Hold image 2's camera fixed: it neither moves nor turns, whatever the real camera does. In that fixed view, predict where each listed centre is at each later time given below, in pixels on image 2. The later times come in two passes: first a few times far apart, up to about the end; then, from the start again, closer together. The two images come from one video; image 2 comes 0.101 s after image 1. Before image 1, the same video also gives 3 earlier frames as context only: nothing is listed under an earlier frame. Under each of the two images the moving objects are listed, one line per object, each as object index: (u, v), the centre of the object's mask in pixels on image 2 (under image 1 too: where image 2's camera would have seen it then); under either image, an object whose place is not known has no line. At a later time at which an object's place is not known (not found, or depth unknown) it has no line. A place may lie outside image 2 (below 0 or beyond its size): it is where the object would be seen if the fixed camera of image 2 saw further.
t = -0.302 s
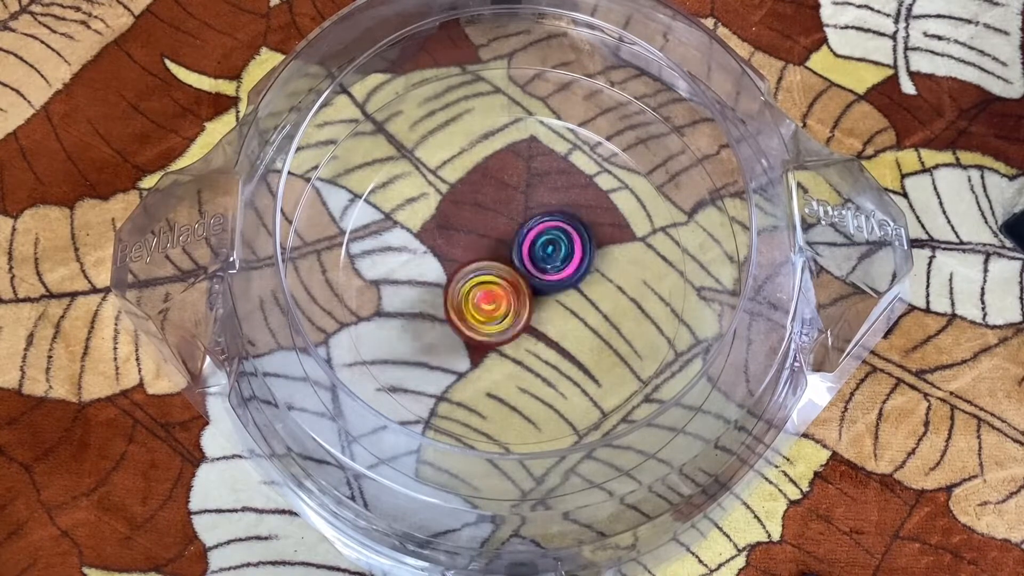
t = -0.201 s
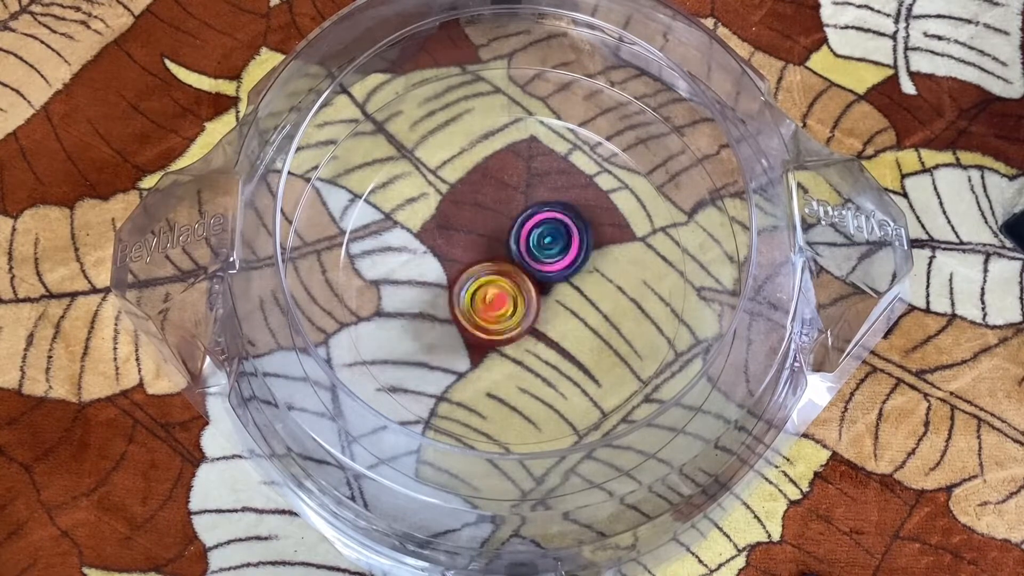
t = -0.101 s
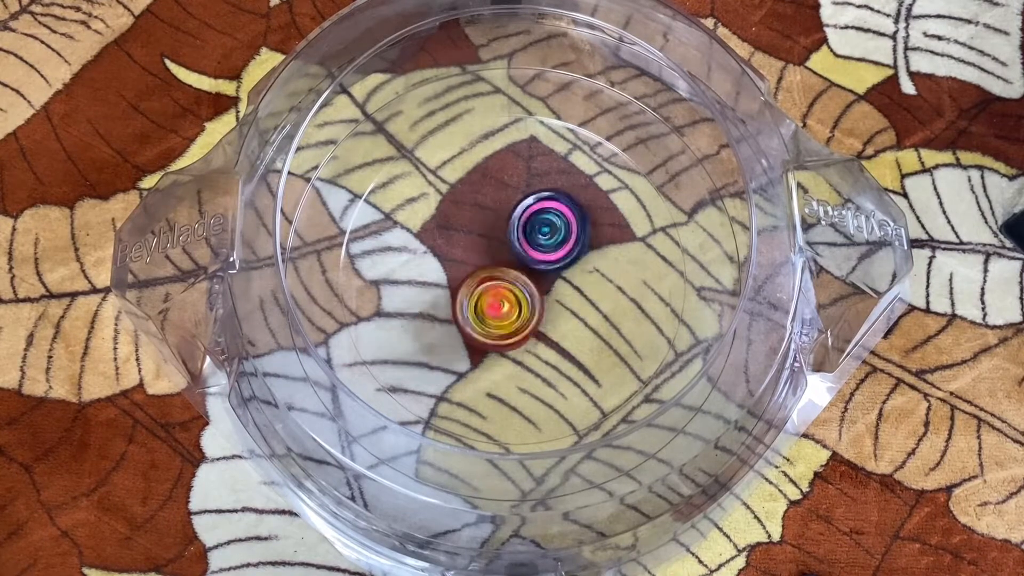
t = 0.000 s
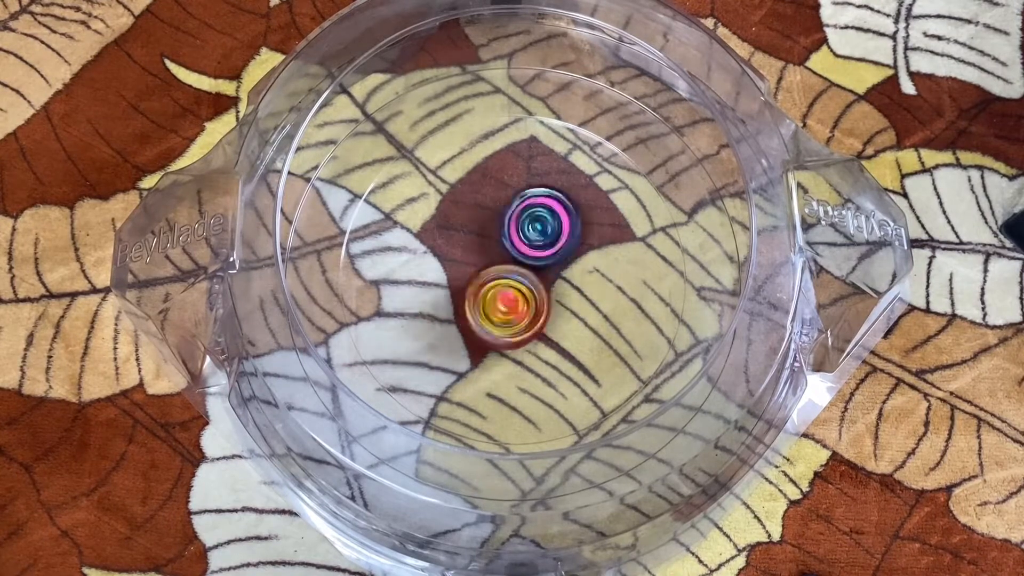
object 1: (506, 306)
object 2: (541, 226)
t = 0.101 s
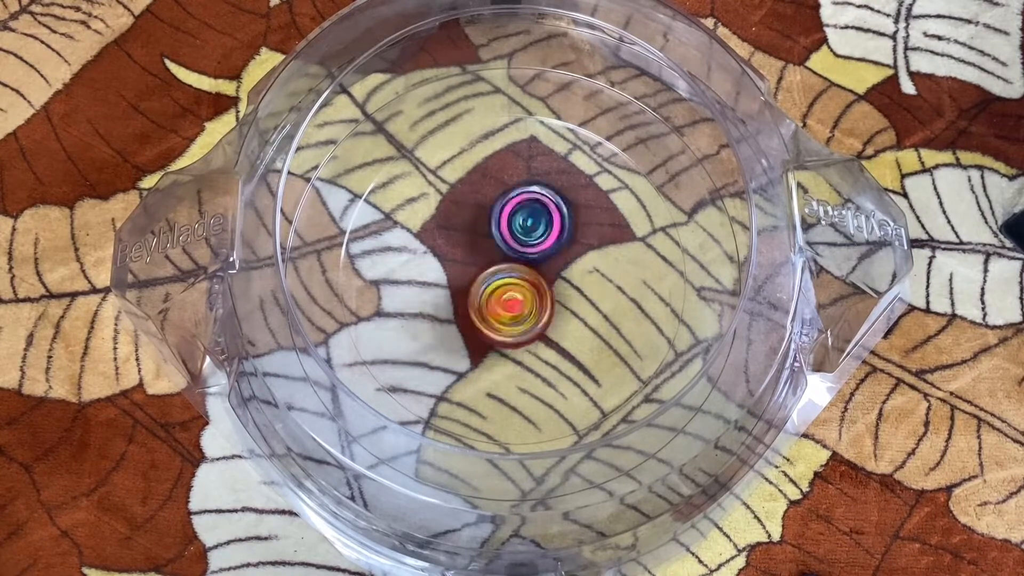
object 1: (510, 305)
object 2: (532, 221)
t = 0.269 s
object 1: (518, 310)
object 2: (513, 225)
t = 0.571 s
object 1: (539, 307)
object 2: (479, 239)
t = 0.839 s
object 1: (574, 289)
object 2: (434, 248)
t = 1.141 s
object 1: (571, 248)
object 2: (436, 268)
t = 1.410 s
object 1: (530, 228)
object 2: (477, 290)
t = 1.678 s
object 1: (511, 197)
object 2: (566, 305)
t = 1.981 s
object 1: (496, 249)
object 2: (600, 285)
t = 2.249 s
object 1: (521, 320)
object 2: (585, 255)
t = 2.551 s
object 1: (546, 338)
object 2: (519, 254)
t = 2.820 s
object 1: (527, 286)
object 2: (457, 257)
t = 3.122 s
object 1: (557, 251)
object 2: (475, 273)
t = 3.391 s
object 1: (555, 225)
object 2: (530, 297)
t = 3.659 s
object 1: (509, 239)
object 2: (554, 303)
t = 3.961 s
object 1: (441, 265)
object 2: (554, 297)
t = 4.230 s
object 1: (426, 276)
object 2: (527, 298)
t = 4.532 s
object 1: (439, 259)
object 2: (530, 300)
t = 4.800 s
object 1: (460, 234)
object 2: (532, 294)
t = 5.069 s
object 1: (470, 213)
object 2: (533, 281)
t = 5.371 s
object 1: (503, 219)
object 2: (529, 303)
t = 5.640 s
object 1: (535, 214)
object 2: (516, 300)
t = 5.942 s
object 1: (555, 255)
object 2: (487, 295)
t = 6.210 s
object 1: (568, 263)
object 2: (485, 284)
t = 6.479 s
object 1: (566, 265)
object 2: (488, 284)
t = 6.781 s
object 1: (565, 261)
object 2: (488, 280)
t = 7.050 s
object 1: (567, 271)
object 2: (488, 278)
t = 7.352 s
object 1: (564, 262)
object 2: (488, 278)
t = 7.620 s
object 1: (564, 267)
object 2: (488, 278)
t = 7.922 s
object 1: (564, 268)
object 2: (488, 278)
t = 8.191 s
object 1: (563, 264)
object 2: (488, 278)
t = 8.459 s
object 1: (564, 267)
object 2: (488, 278)
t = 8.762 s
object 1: (564, 267)
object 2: (488, 278)
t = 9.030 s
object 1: (564, 267)
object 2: (488, 278)
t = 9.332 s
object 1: (564, 267)
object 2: (488, 278)
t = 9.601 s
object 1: (564, 267)
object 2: (488, 278)
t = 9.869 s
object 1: (564, 267)
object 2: (488, 278)
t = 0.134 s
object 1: (513, 305)
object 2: (528, 222)
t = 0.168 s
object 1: (514, 304)
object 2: (524, 223)
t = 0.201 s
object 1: (514, 304)
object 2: (521, 223)
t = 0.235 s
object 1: (515, 307)
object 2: (518, 223)
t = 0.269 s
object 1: (518, 310)
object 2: (513, 225)
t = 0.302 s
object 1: (519, 311)
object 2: (509, 227)
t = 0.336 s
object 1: (522, 312)
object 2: (505, 230)
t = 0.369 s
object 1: (523, 311)
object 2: (501, 232)
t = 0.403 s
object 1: (527, 314)
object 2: (496, 231)
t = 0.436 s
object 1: (530, 317)
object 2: (490, 230)
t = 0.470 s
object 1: (533, 316)
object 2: (488, 232)
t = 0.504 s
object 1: (536, 313)
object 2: (485, 234)
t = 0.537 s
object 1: (538, 310)
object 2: (482, 236)
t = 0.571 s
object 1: (539, 307)
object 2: (479, 239)
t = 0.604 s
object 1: (539, 302)
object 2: (476, 243)
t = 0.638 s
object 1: (539, 299)
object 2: (474, 245)
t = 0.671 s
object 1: (543, 298)
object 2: (468, 244)
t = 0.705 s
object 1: (544, 295)
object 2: (467, 248)
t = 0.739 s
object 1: (545, 290)
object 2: (466, 251)
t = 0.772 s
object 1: (543, 286)
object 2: (465, 254)
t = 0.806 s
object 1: (561, 289)
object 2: (446, 250)
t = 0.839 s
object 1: (574, 289)
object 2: (434, 248)
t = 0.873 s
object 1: (581, 285)
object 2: (428, 247)
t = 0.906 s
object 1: (584, 281)
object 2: (427, 249)
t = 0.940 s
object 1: (587, 276)
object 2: (427, 251)
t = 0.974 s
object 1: (589, 271)
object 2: (426, 254)
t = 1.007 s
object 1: (587, 265)
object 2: (427, 256)
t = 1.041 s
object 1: (586, 261)
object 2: (428, 259)
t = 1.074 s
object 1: (582, 257)
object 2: (430, 263)
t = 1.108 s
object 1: (577, 252)
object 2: (433, 265)
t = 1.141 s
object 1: (571, 248)
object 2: (436, 268)
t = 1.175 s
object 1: (564, 246)
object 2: (440, 273)
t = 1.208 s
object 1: (556, 242)
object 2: (445, 275)
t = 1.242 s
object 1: (546, 242)
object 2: (451, 277)
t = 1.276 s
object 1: (536, 241)
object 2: (457, 280)
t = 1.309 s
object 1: (533, 240)
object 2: (461, 282)
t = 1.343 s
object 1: (535, 235)
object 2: (464, 287)
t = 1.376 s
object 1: (533, 232)
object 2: (469, 290)
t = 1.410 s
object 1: (530, 228)
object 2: (477, 290)
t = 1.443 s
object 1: (528, 225)
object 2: (485, 291)
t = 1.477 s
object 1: (529, 217)
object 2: (494, 296)
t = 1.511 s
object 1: (527, 211)
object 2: (508, 300)
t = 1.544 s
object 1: (523, 205)
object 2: (522, 302)
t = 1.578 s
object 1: (521, 201)
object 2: (536, 303)
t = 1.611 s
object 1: (518, 199)
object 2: (548, 305)
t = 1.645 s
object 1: (513, 197)
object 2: (557, 305)
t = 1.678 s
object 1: (511, 197)
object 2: (566, 305)
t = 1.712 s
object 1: (508, 198)
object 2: (572, 304)
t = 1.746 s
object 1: (504, 201)
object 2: (578, 303)
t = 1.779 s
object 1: (502, 204)
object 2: (583, 302)
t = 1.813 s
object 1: (501, 209)
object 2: (588, 300)
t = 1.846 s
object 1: (497, 216)
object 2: (592, 297)
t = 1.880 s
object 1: (496, 223)
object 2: (594, 295)
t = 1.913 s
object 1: (496, 230)
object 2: (597, 292)
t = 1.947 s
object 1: (495, 240)
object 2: (599, 289)
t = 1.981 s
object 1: (496, 249)
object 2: (600, 285)
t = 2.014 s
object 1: (499, 258)
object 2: (600, 282)
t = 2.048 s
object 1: (501, 268)
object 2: (599, 279)
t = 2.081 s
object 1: (506, 277)
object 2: (597, 276)
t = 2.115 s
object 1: (510, 285)
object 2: (595, 273)
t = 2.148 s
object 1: (515, 294)
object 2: (592, 269)
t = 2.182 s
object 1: (520, 301)
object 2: (589, 266)
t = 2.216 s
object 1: (520, 310)
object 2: (587, 260)
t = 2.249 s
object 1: (521, 320)
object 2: (585, 255)
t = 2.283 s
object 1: (525, 324)
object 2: (579, 253)
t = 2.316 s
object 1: (529, 329)
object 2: (575, 252)
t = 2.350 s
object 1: (534, 334)
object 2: (568, 251)
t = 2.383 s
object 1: (537, 337)
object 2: (561, 250)
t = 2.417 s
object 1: (539, 339)
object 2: (554, 251)
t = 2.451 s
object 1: (541, 340)
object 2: (547, 252)
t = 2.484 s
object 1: (544, 340)
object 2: (538, 253)
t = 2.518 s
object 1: (545, 339)
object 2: (529, 253)
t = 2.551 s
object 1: (546, 338)
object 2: (519, 254)
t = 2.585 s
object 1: (546, 334)
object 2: (508, 253)
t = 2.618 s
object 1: (546, 331)
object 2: (498, 253)
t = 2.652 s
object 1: (545, 327)
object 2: (489, 254)
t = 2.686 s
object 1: (544, 321)
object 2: (481, 255)
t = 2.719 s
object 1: (540, 307)
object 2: (469, 257)
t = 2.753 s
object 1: (537, 299)
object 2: (465, 257)
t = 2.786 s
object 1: (533, 292)
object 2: (460, 258)
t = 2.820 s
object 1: (527, 286)
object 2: (457, 257)
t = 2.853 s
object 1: (534, 283)
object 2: (454, 255)
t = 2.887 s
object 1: (542, 281)
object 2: (451, 254)
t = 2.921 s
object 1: (546, 279)
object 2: (451, 256)
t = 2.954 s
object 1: (550, 272)
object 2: (454, 261)
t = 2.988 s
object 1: (551, 268)
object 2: (457, 262)
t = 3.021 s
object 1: (554, 263)
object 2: (461, 266)
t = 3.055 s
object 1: (553, 259)
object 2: (466, 267)
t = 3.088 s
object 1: (554, 254)
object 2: (470, 269)
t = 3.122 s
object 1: (557, 251)
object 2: (475, 273)
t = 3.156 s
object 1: (562, 246)
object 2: (477, 279)
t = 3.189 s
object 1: (563, 240)
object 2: (484, 284)
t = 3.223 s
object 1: (564, 236)
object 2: (492, 288)
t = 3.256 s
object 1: (563, 232)
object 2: (497, 289)
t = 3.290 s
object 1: (563, 229)
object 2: (506, 291)
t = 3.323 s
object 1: (561, 227)
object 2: (515, 292)
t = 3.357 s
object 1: (559, 225)
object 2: (523, 294)
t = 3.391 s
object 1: (555, 225)
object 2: (530, 297)
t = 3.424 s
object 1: (551, 224)
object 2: (535, 298)
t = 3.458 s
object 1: (546, 223)
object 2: (540, 299)
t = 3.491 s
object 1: (541, 223)
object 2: (544, 301)
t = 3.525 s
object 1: (536, 226)
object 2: (545, 302)
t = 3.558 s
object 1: (530, 227)
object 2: (547, 303)
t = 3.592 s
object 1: (523, 229)
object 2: (549, 304)
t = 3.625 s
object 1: (518, 233)
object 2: (552, 303)
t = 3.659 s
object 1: (509, 239)
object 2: (554, 303)
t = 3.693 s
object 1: (500, 240)
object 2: (555, 305)
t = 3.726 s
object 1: (493, 243)
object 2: (555, 304)
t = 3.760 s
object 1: (488, 248)
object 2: (554, 302)
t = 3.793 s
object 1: (481, 253)
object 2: (552, 302)
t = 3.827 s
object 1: (476, 257)
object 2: (550, 301)
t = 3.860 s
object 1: (471, 262)
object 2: (549, 299)
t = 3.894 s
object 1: (457, 261)
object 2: (555, 301)
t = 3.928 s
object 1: (448, 263)
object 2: (556, 299)
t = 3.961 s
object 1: (441, 265)
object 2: (554, 297)
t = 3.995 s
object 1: (433, 268)
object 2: (548, 297)
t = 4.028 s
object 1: (429, 270)
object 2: (544, 297)
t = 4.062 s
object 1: (425, 272)
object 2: (542, 297)
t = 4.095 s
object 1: (423, 273)
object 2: (539, 297)
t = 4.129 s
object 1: (422, 273)
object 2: (536, 297)
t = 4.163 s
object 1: (422, 274)
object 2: (533, 298)
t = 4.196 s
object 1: (423, 275)
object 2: (530, 299)
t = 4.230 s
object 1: (426, 276)
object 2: (527, 298)
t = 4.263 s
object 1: (430, 278)
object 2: (523, 299)
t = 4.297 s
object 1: (432, 277)
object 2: (521, 301)
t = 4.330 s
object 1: (435, 274)
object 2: (523, 301)
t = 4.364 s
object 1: (432, 270)
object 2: (528, 301)
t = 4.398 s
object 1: (433, 267)
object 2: (531, 300)
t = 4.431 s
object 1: (432, 265)
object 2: (532, 300)
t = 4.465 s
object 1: (434, 263)
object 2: (532, 300)
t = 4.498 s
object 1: (436, 262)
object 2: (532, 300)
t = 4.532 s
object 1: (439, 259)
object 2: (530, 300)
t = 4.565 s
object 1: (444, 259)
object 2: (530, 299)
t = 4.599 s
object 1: (449, 259)
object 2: (529, 300)
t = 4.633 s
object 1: (455, 258)
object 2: (529, 301)
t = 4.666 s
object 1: (456, 251)
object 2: (530, 302)
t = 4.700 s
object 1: (459, 249)
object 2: (532, 300)
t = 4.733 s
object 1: (460, 244)
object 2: (532, 297)
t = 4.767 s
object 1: (461, 241)
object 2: (530, 295)
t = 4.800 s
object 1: (460, 234)
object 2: (532, 294)
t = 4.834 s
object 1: (460, 232)
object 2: (531, 291)
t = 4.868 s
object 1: (460, 229)
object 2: (529, 286)
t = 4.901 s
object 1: (460, 223)
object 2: (530, 282)
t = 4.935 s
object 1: (461, 219)
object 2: (532, 279)
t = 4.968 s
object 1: (463, 218)
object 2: (532, 279)
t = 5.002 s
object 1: (465, 214)
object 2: (536, 282)
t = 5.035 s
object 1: (467, 212)
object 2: (537, 283)
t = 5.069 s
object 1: (470, 213)
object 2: (533, 281)
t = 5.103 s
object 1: (472, 213)
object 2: (534, 281)
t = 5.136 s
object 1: (477, 211)
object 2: (536, 283)
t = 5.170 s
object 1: (482, 214)
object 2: (539, 284)
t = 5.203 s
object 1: (488, 208)
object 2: (538, 292)
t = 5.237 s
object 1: (493, 210)
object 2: (536, 300)
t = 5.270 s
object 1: (494, 215)
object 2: (536, 307)
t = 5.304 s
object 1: (495, 216)
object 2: (536, 309)
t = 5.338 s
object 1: (499, 218)
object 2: (533, 307)
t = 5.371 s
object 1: (503, 219)
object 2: (529, 303)
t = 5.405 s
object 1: (508, 218)
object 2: (525, 303)
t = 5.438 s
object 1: (512, 222)
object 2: (521, 302)
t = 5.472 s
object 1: (515, 219)
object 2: (516, 301)
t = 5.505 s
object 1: (520, 216)
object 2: (515, 302)
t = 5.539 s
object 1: (524, 217)
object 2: (516, 302)
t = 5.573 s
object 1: (526, 216)
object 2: (515, 302)
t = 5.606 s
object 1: (532, 212)
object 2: (515, 302)
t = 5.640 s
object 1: (535, 214)
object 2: (516, 300)
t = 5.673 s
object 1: (534, 216)
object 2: (519, 299)
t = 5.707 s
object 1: (532, 215)
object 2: (519, 298)
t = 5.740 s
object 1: (532, 216)
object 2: (517, 299)
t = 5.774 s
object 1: (533, 219)
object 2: (513, 301)
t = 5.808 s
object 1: (534, 224)
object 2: (511, 300)
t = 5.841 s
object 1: (542, 230)
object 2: (503, 302)
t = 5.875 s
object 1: (545, 240)
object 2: (496, 300)
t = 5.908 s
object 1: (549, 247)
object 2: (492, 297)
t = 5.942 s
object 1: (555, 255)
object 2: (487, 295)
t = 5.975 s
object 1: (562, 262)
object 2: (482, 292)
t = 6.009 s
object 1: (569, 265)
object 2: (481, 288)
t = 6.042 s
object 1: (575, 267)
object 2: (482, 285)
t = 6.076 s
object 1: (578, 267)
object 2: (482, 283)
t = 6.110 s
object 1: (579, 267)
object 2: (482, 283)
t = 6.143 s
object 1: (576, 267)
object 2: (482, 284)
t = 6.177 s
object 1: (572, 265)
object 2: (483, 284)
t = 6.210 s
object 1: (568, 263)
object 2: (485, 284)
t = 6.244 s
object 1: (567, 260)
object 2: (487, 284)
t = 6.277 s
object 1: (567, 260)
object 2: (486, 284)
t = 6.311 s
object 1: (567, 259)
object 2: (485, 286)
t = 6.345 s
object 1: (567, 258)
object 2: (487, 286)
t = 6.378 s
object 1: (567, 258)
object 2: (487, 287)
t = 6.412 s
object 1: (567, 259)
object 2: (488, 286)
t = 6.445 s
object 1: (566, 262)
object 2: (488, 285)
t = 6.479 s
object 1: (566, 265)
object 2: (488, 284)
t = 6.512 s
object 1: (567, 268)
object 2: (488, 283)
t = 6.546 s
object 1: (568, 271)
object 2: (488, 282)
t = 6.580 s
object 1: (569, 272)
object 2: (488, 281)
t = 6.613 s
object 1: (569, 272)
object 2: (488, 280)
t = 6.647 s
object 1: (568, 271)
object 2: (488, 280)
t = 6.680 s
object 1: (567, 269)
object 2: (488, 280)
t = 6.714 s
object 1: (566, 266)
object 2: (488, 280)
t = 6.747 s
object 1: (565, 263)
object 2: (488, 280)
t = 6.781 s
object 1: (565, 261)
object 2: (488, 280)
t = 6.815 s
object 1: (566, 260)
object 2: (488, 279)
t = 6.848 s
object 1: (565, 259)
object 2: (488, 279)
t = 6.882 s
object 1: (565, 260)
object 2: (488, 279)
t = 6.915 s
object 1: (565, 262)
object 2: (488, 279)
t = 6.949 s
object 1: (565, 265)
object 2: (488, 278)
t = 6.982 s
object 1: (565, 267)
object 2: (488, 278)
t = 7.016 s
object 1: (566, 269)
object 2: (488, 278)
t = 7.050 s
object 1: (567, 271)
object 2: (488, 278)
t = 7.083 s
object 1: (567, 271)
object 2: (488, 279)
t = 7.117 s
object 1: (567, 270)
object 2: (488, 278)
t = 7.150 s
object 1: (565, 268)
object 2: (488, 278)
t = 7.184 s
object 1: (564, 266)
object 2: (488, 278)
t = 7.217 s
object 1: (564, 264)
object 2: (488, 278)
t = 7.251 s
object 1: (564, 262)
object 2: (488, 278)
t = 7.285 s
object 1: (564, 261)
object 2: (488, 278)
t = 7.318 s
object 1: (564, 261)
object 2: (488, 278)
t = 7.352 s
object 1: (564, 262)
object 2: (488, 278)
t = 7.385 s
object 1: (563, 263)
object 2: (488, 278)
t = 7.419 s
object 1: (564, 265)
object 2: (488, 278)
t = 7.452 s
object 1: (565, 269)
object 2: (488, 278)
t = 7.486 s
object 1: (565, 270)
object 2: (488, 278)
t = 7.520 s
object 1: (566, 271)
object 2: (488, 278)
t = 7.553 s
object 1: (565, 270)
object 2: (488, 278)
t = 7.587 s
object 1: (565, 269)
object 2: (488, 278)
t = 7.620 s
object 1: (564, 267)
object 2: (488, 278)
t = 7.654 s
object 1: (564, 265)
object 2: (488, 278)
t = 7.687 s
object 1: (563, 263)
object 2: (488, 278)
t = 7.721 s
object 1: (563, 262)
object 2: (488, 278)
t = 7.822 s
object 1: (563, 263)
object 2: (488, 278)
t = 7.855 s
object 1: (563, 265)
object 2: (488, 278)
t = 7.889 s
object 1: (564, 266)
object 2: (488, 278)
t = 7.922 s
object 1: (564, 268)
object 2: (488, 278)
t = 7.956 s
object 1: (564, 269)
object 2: (488, 278)
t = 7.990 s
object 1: (565, 270)
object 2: (488, 278)
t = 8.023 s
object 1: (565, 269)
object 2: (488, 278)
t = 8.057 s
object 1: (564, 269)
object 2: (488, 278)
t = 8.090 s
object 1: (564, 267)
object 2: (488, 278)
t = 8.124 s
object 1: (564, 266)
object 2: (488, 278)
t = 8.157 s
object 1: (564, 265)
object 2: (488, 278)
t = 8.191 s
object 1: (563, 264)
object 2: (488, 278)
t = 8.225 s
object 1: (563, 263)
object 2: (488, 278)
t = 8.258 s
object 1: (563, 263)
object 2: (488, 278)
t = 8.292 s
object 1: (563, 264)
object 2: (488, 278)
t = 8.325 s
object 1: (563, 264)
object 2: (488, 278)
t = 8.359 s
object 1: (563, 265)
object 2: (488, 278)
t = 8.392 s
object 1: (564, 266)
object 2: (488, 278)
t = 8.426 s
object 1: (564, 266)
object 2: (488, 278)
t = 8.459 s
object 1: (564, 267)
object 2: (488, 278)
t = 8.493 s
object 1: (564, 268)
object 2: (488, 278)
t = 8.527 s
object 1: (564, 268)
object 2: (488, 278)
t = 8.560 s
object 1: (564, 268)
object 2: (488, 278)
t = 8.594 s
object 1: (564, 267)
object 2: (488, 278)
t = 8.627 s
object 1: (564, 267)
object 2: (488, 278)
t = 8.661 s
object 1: (564, 266)
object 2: (488, 278)
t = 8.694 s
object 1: (564, 266)
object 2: (488, 278)
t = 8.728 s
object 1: (564, 267)
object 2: (488, 278)
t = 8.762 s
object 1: (564, 267)
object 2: (488, 278)
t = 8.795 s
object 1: (564, 267)
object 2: (488, 278)
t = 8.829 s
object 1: (564, 268)
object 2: (488, 278)
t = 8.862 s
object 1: (564, 268)
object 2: (488, 278)
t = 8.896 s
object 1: (564, 268)
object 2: (488, 278)
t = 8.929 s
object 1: (564, 267)
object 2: (488, 278)
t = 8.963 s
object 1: (564, 267)
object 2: (488, 278)
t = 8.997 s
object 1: (564, 267)
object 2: (488, 278)
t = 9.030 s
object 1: (564, 267)
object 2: (488, 278)
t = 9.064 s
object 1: (564, 267)
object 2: (488, 278)
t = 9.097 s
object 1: (564, 267)
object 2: (488, 278)
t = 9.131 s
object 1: (564, 267)
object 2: (488, 278)
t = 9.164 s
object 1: (564, 267)
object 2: (488, 278)
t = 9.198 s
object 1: (564, 267)
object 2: (488, 278)
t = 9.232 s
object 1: (564, 267)
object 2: (488, 278)
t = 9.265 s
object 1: (564, 267)
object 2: (488, 278)
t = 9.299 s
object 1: (564, 267)
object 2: (488, 278)
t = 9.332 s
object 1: (564, 267)
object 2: (488, 278)
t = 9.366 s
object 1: (564, 267)
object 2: (488, 278)
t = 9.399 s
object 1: (564, 267)
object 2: (488, 278)
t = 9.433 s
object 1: (564, 267)
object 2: (488, 278)
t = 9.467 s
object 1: (564, 267)
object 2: (488, 278)
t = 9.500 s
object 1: (564, 267)
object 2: (488, 278)
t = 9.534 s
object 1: (564, 267)
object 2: (488, 278)
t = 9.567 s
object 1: (564, 267)
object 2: (488, 278)
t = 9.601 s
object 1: (564, 267)
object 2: (488, 278)
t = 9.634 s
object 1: (564, 267)
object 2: (488, 278)
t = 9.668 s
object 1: (564, 267)
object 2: (488, 278)
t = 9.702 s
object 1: (564, 267)
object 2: (488, 278)
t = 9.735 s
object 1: (564, 267)
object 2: (488, 278)
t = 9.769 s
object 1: (564, 267)
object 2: (488, 278)
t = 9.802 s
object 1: (564, 267)
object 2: (488, 278)
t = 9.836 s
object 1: (564, 267)
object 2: (488, 278)
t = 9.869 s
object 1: (564, 267)
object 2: (488, 278)
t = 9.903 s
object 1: (564, 267)
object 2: (488, 278)
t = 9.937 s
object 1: (564, 267)
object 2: (488, 278)
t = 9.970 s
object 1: (564, 267)
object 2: (488, 278)
